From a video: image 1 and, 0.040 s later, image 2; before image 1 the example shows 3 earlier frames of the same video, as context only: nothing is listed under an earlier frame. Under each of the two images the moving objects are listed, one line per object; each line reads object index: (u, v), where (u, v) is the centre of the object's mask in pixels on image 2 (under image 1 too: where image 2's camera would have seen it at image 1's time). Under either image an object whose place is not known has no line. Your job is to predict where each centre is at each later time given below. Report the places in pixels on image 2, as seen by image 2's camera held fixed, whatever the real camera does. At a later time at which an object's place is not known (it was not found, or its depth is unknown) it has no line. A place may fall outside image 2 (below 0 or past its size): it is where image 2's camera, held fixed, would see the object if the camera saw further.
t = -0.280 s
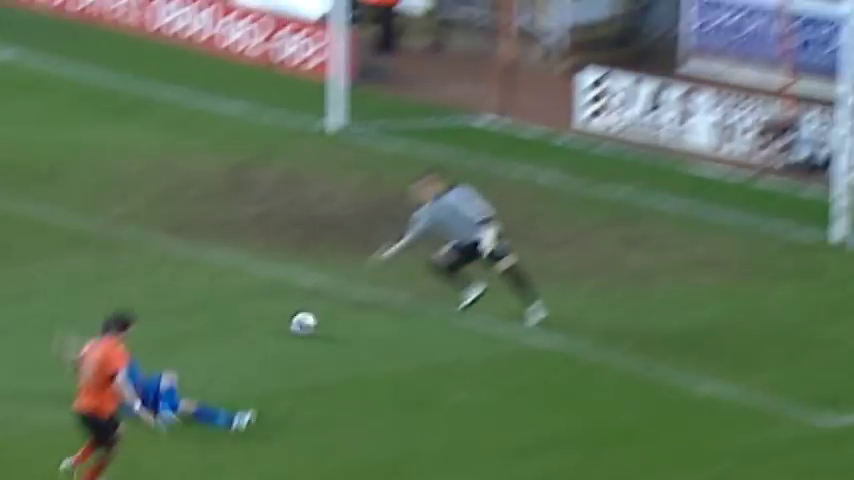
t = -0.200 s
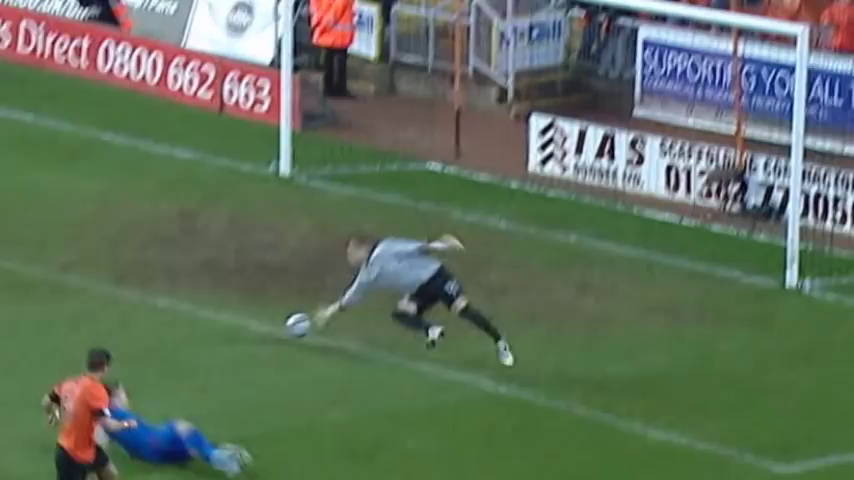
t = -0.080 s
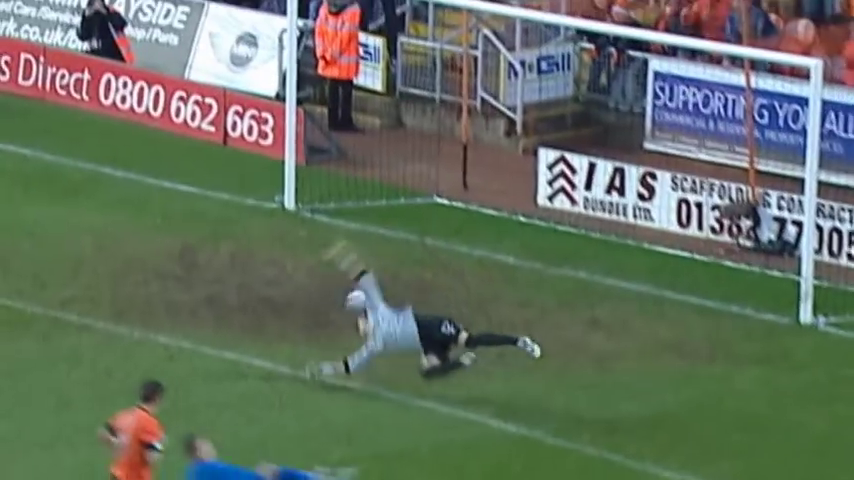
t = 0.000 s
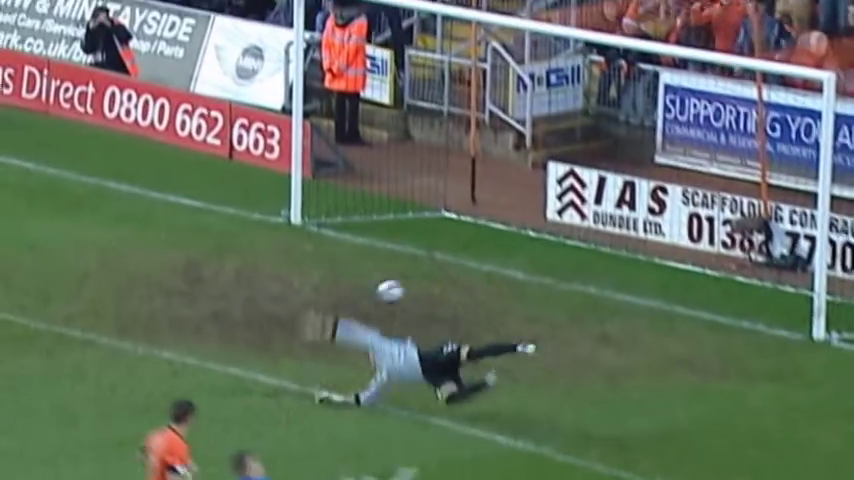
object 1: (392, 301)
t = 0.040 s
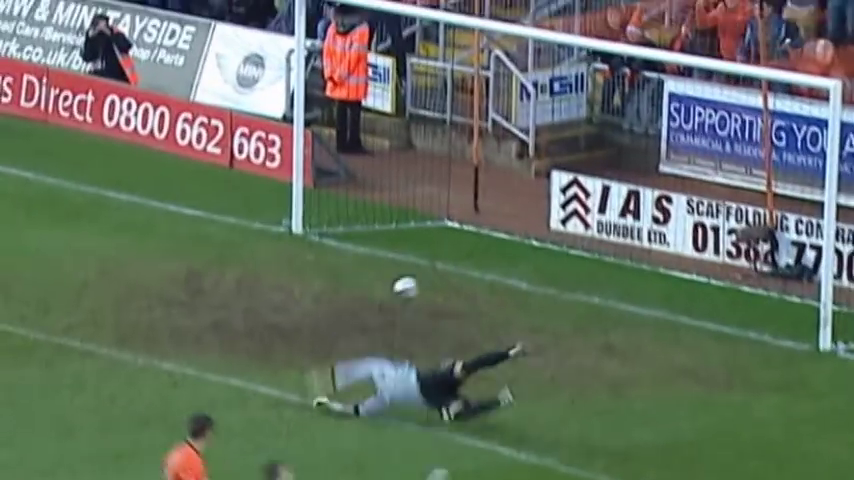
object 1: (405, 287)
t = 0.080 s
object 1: (418, 276)
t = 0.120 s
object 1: (430, 268)
